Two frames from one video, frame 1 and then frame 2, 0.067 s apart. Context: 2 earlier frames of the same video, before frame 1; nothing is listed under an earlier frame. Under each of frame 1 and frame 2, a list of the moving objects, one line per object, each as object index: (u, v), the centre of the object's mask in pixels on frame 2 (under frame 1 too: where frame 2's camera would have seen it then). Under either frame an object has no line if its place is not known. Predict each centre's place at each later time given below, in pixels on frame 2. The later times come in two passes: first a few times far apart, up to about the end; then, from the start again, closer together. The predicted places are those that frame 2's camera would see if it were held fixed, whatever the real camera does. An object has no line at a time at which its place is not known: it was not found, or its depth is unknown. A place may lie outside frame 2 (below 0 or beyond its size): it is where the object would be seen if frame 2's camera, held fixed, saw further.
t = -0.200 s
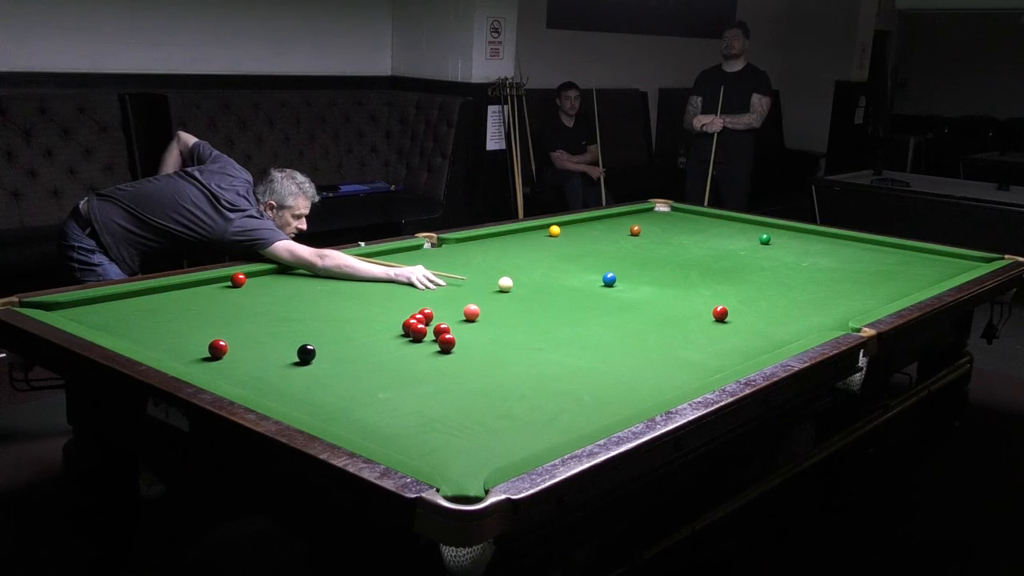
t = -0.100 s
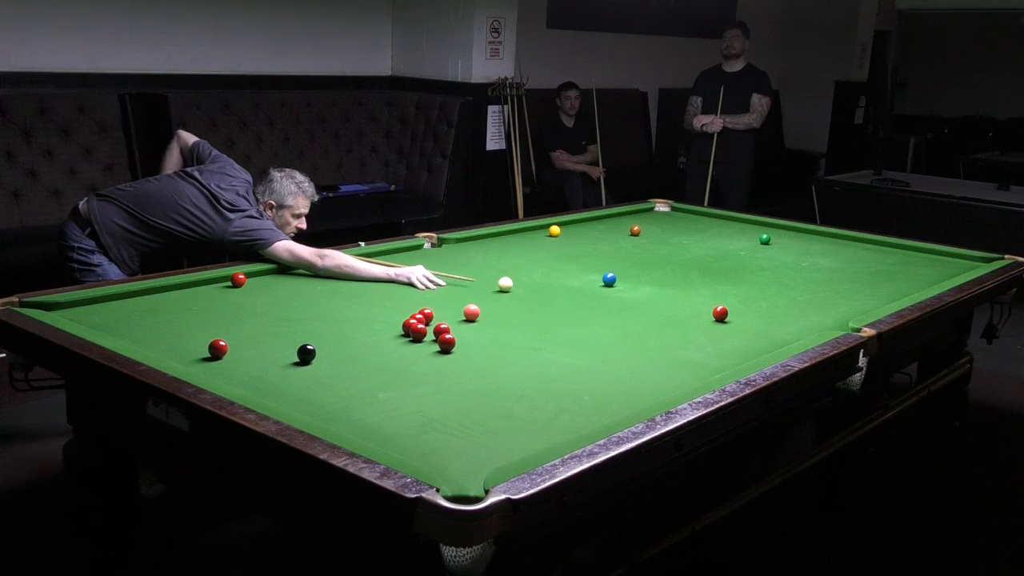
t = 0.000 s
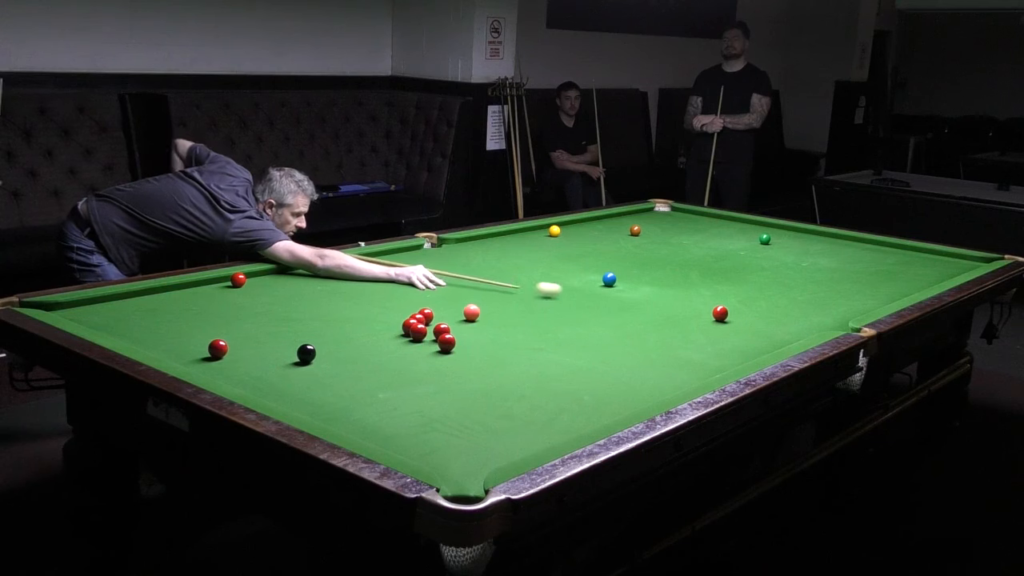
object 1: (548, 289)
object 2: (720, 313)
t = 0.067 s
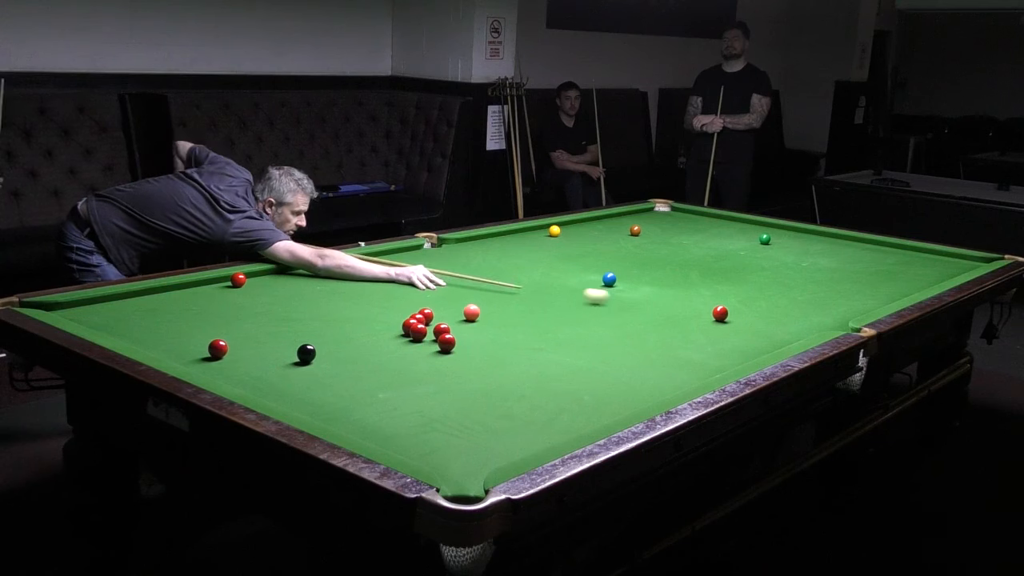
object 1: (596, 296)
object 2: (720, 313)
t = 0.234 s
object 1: (705, 311)
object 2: (729, 314)
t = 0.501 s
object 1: (718, 310)
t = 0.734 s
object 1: (727, 310)
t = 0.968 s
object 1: (736, 309)
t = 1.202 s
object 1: (744, 309)
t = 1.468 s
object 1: (750, 308)
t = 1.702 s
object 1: (756, 308)
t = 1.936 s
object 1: (759, 308)
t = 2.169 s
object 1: (761, 308)
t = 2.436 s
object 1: (762, 308)
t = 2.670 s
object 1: (762, 308)
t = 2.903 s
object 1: (762, 308)
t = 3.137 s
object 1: (762, 308)
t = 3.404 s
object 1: (762, 308)
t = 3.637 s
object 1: (762, 308)
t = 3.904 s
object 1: (762, 308)
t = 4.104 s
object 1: (762, 308)
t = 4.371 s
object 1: (762, 308)
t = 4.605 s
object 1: (762, 308)
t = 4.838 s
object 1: (762, 308)
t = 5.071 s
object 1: (762, 308)
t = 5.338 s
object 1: (762, 308)
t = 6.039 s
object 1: (762, 307)
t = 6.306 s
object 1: (762, 307)
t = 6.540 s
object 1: (762, 307)
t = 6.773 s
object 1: (762, 307)
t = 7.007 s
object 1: (762, 307)
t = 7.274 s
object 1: (762, 307)
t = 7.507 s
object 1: (762, 307)
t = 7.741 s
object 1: (762, 307)
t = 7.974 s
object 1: (762, 307)
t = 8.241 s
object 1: (762, 307)
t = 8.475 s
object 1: (762, 307)
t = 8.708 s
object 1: (762, 307)
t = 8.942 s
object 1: (762, 307)
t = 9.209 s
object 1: (762, 308)
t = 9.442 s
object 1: (762, 307)
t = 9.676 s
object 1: (762, 308)
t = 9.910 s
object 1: (762, 307)
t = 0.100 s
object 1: (627, 300)
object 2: (720, 313)
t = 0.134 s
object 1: (642, 302)
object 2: (720, 313)
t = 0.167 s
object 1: (671, 306)
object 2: (720, 313)
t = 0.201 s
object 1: (700, 310)
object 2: (720, 313)
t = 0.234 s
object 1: (705, 311)
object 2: (729, 314)
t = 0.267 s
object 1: (707, 311)
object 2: (756, 318)
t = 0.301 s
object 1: (708, 311)
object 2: (781, 322)
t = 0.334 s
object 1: (709, 311)
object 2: (793, 324)
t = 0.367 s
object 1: (711, 310)
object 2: (817, 326)
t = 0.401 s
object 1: (713, 310)
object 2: (840, 328)
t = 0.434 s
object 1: (714, 310)
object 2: (851, 330)
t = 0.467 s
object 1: (716, 310)
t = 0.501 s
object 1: (718, 310)
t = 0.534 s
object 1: (719, 310)
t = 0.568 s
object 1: (720, 310)
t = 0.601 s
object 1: (722, 310)
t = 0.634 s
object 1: (723, 310)
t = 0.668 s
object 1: (725, 310)
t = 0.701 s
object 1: (726, 310)
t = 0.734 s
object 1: (727, 310)
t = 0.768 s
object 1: (729, 310)
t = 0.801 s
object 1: (730, 309)
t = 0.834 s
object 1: (731, 309)
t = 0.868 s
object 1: (732, 309)
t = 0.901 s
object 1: (734, 309)
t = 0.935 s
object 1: (734, 309)
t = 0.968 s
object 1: (736, 309)
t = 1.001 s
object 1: (737, 309)
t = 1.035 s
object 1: (738, 309)
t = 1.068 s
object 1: (739, 309)
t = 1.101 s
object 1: (741, 309)
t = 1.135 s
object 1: (741, 309)
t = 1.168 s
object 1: (742, 309)
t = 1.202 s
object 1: (744, 309)
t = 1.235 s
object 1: (744, 309)
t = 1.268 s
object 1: (745, 309)
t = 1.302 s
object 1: (746, 309)
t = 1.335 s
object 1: (747, 309)
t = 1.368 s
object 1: (748, 308)
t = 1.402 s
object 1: (749, 308)
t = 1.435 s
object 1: (749, 308)
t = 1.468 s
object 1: (750, 308)
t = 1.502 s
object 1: (751, 308)
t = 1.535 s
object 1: (752, 308)
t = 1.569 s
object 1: (753, 308)
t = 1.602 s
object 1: (754, 308)
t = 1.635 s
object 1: (754, 308)
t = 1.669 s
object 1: (755, 308)
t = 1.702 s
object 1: (756, 308)
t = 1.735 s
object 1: (756, 308)
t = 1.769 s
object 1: (757, 308)
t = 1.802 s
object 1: (757, 308)
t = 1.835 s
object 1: (757, 308)
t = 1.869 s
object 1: (758, 308)
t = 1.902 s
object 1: (759, 308)
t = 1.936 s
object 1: (759, 308)
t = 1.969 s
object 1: (759, 308)
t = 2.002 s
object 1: (760, 308)
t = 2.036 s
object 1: (760, 308)
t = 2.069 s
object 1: (760, 308)
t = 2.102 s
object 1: (761, 308)
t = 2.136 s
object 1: (761, 308)
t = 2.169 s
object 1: (761, 308)
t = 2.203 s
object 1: (761, 308)
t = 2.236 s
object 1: (761, 308)
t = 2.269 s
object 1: (762, 308)
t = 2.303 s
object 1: (762, 308)
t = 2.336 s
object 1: (762, 308)
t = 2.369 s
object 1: (762, 308)
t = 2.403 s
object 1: (762, 308)
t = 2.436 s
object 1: (762, 308)
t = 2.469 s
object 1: (762, 308)
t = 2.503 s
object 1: (762, 308)
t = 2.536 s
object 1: (762, 308)
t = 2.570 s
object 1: (762, 308)
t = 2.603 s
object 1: (762, 308)
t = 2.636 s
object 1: (762, 308)
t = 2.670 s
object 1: (762, 308)
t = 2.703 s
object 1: (762, 308)
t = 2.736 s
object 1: (762, 308)
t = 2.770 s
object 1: (762, 308)
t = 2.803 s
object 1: (762, 308)
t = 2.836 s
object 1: (762, 308)
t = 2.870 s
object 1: (762, 308)
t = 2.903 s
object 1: (762, 308)
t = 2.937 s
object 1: (762, 308)
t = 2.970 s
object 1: (762, 308)
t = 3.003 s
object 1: (762, 308)
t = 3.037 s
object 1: (762, 308)
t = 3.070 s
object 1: (762, 308)
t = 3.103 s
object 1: (762, 308)
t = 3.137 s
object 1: (762, 308)
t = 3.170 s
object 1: (762, 308)
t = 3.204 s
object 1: (762, 308)
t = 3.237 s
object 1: (762, 308)
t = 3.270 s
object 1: (762, 308)
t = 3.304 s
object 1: (762, 308)
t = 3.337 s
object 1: (762, 308)
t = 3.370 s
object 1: (762, 308)
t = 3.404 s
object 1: (762, 308)
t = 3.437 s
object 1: (762, 308)
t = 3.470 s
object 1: (762, 308)
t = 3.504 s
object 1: (762, 308)
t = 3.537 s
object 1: (762, 308)
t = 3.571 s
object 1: (762, 308)
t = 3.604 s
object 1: (762, 308)
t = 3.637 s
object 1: (762, 308)
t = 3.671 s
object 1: (762, 308)
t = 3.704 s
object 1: (762, 308)
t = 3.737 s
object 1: (762, 308)
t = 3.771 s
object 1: (762, 308)
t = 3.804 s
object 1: (762, 308)
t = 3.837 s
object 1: (762, 308)
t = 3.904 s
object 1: (762, 308)
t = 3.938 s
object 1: (762, 308)
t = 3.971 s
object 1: (762, 308)
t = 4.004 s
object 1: (762, 308)
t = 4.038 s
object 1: (762, 308)
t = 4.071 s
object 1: (762, 308)
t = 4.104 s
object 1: (762, 308)
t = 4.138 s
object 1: (762, 308)
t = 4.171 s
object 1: (762, 308)
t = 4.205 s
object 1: (762, 308)
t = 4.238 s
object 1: (762, 308)
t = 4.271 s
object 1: (762, 308)
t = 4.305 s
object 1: (762, 308)
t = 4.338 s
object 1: (762, 308)
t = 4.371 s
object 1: (762, 308)
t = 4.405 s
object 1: (762, 308)
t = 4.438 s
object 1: (762, 308)
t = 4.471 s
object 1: (762, 308)
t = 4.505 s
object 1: (762, 308)
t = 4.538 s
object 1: (762, 308)
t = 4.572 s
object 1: (762, 308)
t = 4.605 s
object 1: (762, 308)
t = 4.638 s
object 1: (762, 308)
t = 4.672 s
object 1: (762, 308)
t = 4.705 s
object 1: (762, 308)
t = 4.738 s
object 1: (762, 308)
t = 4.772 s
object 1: (762, 308)
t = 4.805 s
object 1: (762, 308)
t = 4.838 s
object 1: (762, 308)
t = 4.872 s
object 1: (762, 308)
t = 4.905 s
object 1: (762, 308)
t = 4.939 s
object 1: (762, 308)
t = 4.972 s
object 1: (762, 308)
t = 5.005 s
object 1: (762, 308)
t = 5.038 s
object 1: (762, 308)
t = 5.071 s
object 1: (762, 308)
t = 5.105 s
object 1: (762, 308)
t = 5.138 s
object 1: (762, 308)
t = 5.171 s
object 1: (762, 308)
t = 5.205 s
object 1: (762, 307)
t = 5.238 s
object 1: (762, 307)
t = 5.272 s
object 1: (762, 308)
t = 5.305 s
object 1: (762, 308)
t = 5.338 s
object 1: (762, 308)
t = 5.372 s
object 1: (762, 308)
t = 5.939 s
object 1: (762, 307)
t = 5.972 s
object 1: (762, 307)
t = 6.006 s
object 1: (762, 307)
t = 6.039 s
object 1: (762, 307)
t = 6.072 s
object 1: (762, 307)
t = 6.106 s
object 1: (762, 307)
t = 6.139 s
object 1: (762, 307)
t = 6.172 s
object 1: (762, 307)
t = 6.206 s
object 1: (762, 307)
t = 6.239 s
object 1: (762, 307)
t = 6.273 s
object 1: (762, 307)
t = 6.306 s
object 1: (762, 307)
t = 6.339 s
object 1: (762, 307)
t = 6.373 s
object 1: (762, 307)
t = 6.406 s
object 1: (762, 307)
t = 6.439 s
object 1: (762, 307)
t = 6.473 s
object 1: (762, 307)
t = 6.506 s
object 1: (762, 307)
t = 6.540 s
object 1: (762, 307)
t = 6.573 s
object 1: (762, 307)
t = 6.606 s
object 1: (762, 307)
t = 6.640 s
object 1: (762, 307)
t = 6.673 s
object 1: (762, 307)
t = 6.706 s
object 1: (762, 307)
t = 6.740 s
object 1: (762, 307)
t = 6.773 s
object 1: (762, 307)
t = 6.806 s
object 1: (762, 307)
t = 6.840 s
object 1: (762, 307)
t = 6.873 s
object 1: (762, 307)
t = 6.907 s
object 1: (762, 307)
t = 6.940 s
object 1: (762, 307)
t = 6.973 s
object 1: (762, 307)
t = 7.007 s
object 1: (762, 307)
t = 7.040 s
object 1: (762, 307)
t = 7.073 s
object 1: (762, 307)
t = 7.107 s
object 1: (762, 307)
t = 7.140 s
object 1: (762, 307)
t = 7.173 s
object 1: (762, 307)
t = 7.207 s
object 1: (762, 307)
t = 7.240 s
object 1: (762, 307)
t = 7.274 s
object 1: (762, 307)
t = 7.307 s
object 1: (762, 307)
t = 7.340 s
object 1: (762, 307)
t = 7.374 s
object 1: (762, 307)
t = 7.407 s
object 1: (762, 307)
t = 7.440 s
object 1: (762, 307)
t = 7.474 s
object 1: (762, 307)
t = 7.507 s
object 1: (762, 307)
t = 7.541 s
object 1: (762, 307)
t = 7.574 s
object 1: (762, 307)
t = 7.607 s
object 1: (762, 307)
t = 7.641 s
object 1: (762, 307)
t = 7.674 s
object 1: (762, 307)
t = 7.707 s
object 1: (762, 307)
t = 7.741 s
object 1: (762, 307)
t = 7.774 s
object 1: (762, 307)
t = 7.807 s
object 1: (762, 307)
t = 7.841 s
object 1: (762, 307)
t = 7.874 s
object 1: (762, 307)
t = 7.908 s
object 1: (762, 307)
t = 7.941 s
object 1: (762, 307)
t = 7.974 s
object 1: (762, 307)
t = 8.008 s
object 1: (762, 307)
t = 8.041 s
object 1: (762, 307)
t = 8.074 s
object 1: (762, 307)
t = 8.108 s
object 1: (762, 307)
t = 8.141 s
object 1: (762, 307)
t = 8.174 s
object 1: (762, 307)
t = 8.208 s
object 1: (762, 308)
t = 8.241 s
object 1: (762, 307)
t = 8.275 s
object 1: (762, 307)
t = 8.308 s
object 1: (762, 307)
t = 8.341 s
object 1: (762, 307)
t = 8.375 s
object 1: (762, 307)
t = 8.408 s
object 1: (762, 307)
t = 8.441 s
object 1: (762, 307)
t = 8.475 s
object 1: (762, 307)
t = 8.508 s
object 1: (762, 307)
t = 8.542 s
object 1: (762, 307)
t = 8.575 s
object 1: (762, 307)
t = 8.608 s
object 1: (762, 307)
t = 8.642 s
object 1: (762, 307)
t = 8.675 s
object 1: (762, 307)
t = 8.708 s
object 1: (762, 307)
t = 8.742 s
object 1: (762, 307)
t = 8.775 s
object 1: (762, 307)
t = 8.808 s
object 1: (762, 307)
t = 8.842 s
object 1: (762, 307)
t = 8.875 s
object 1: (762, 307)
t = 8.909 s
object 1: (762, 307)
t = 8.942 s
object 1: (762, 307)
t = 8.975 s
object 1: (762, 307)
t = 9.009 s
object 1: (762, 307)
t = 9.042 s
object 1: (762, 307)
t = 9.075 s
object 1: (762, 307)
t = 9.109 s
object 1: (762, 307)
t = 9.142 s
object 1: (762, 307)
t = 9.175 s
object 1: (762, 308)
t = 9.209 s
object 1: (762, 308)
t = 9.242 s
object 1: (762, 308)
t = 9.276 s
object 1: (762, 308)
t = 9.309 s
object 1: (762, 308)
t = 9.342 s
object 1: (762, 308)
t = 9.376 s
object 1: (762, 308)
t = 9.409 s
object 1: (762, 307)
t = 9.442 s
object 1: (762, 307)
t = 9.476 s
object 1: (762, 307)
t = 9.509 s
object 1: (762, 307)
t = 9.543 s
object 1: (762, 307)
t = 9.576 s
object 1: (762, 307)
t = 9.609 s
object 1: (762, 307)
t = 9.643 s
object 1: (762, 308)
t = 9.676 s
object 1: (762, 308)
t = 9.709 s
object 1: (762, 307)
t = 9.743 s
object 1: (762, 308)
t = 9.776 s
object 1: (762, 307)
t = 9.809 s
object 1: (762, 307)
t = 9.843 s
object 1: (762, 307)
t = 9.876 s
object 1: (762, 307)
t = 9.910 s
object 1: (762, 307)
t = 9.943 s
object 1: (762, 307)
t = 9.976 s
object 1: (762, 307)
